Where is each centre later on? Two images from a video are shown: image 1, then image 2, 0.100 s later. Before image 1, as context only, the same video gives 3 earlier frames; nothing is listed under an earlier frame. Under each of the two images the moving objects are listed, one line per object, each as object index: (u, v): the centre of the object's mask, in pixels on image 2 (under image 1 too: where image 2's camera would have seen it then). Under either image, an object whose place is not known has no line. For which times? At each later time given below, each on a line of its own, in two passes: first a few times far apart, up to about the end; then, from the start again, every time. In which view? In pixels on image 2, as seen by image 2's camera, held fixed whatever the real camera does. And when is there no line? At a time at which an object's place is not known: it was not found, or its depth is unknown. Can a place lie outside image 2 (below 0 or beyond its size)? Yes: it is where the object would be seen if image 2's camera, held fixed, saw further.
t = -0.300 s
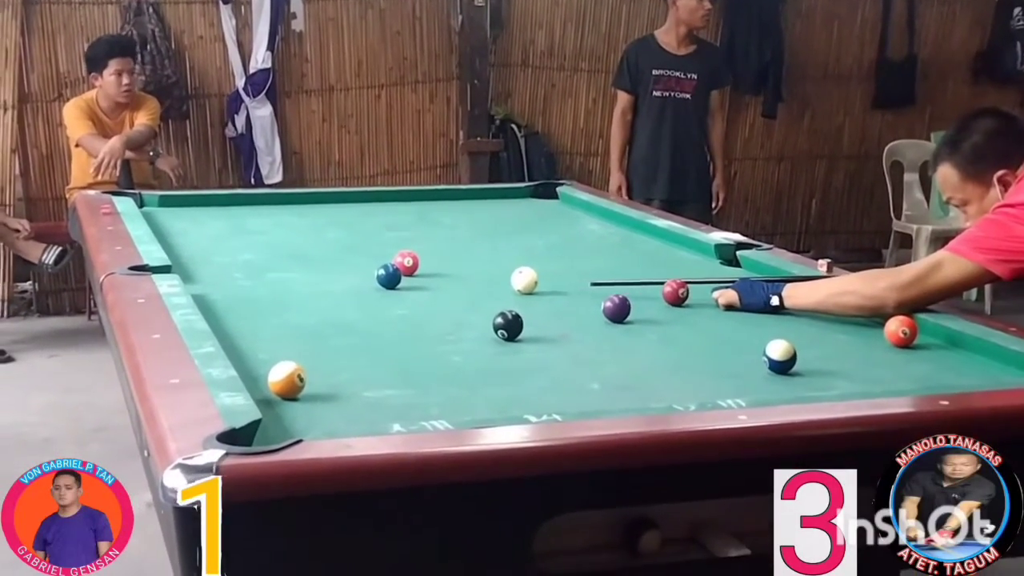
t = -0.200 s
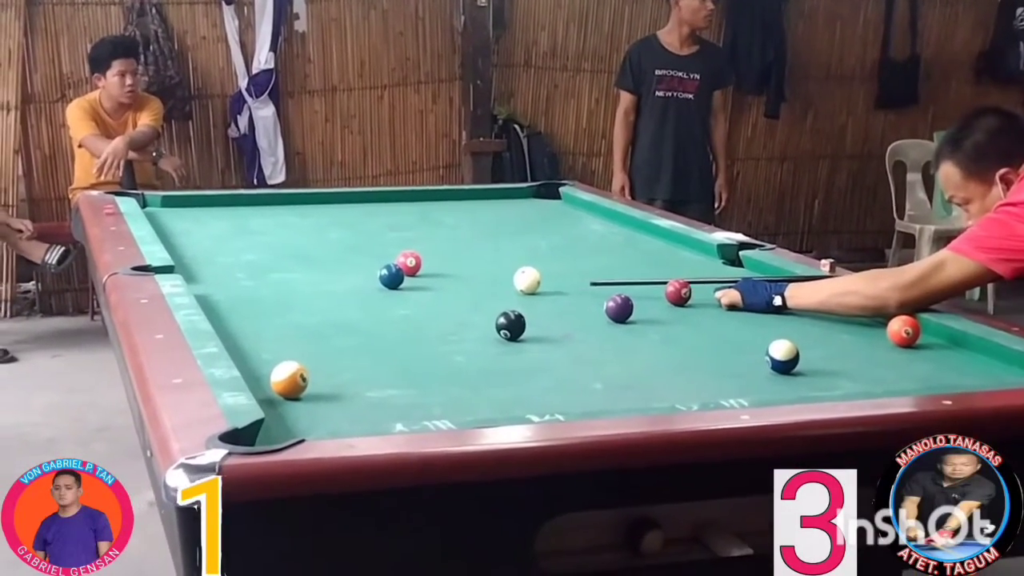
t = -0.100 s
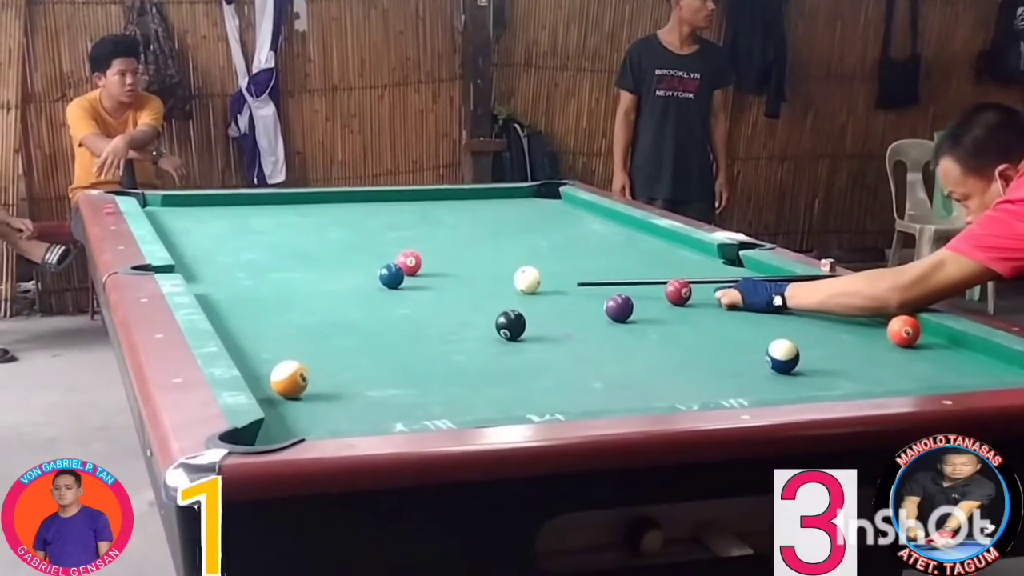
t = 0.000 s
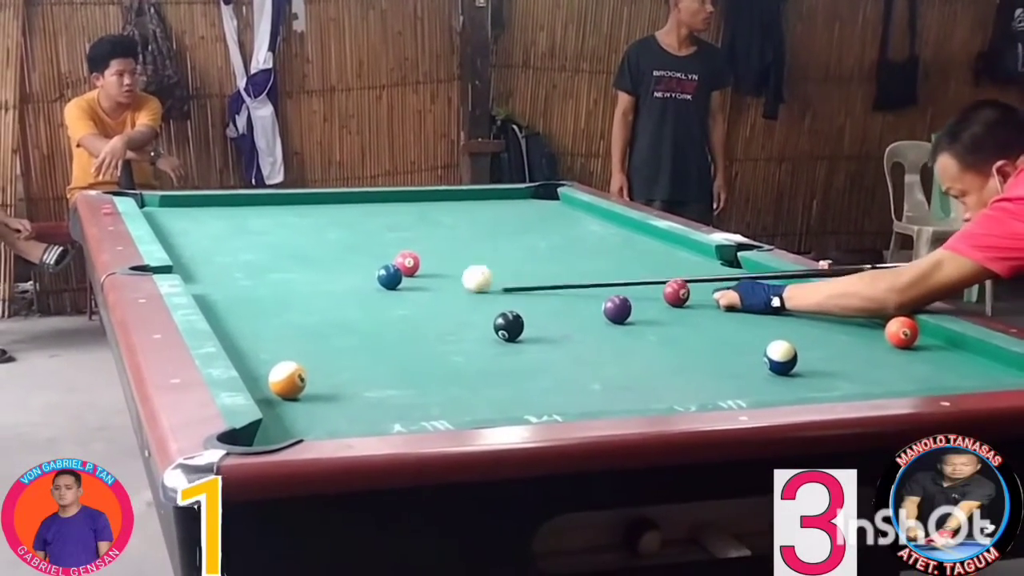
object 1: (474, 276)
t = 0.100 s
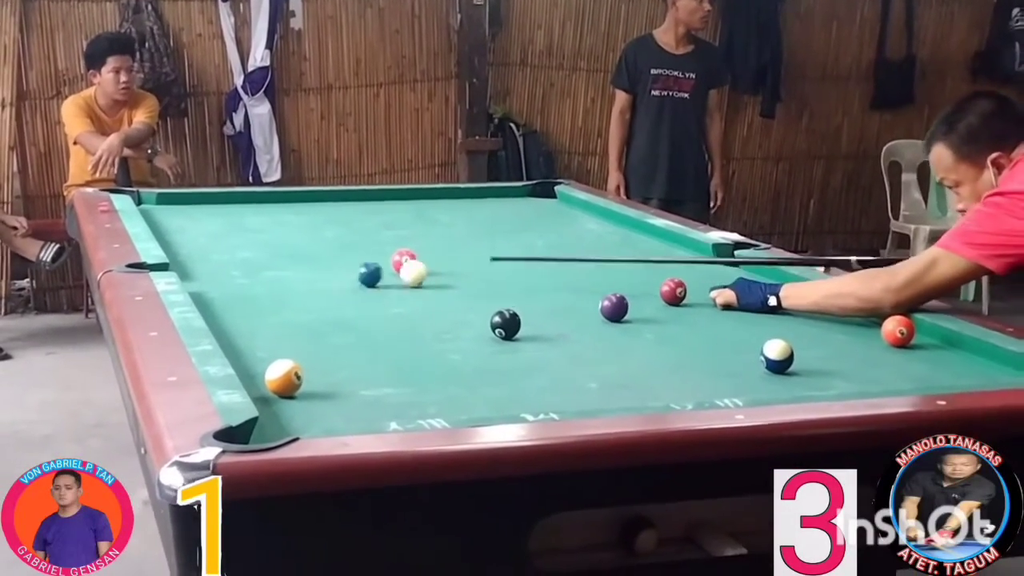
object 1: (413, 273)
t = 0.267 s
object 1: (422, 271)
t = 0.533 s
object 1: (437, 267)
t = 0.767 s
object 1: (448, 265)
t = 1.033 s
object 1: (460, 263)
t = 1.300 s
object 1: (469, 262)
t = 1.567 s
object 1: (474, 260)
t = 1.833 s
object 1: (478, 259)
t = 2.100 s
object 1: (482, 259)
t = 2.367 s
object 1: (485, 260)
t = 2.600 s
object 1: (486, 259)
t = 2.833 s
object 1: (485, 257)
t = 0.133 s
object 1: (414, 272)
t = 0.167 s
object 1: (416, 272)
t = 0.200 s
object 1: (418, 271)
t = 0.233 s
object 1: (420, 271)
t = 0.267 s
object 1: (422, 271)
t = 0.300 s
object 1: (424, 270)
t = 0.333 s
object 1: (426, 270)
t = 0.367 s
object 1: (428, 269)
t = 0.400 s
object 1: (430, 269)
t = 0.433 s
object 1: (431, 269)
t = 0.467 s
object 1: (433, 268)
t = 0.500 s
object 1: (435, 268)
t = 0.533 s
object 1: (437, 267)
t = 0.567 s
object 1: (438, 267)
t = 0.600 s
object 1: (440, 266)
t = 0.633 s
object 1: (442, 266)
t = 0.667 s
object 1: (444, 266)
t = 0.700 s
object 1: (445, 266)
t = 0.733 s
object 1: (447, 265)
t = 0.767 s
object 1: (448, 265)
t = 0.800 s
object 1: (450, 265)
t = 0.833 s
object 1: (452, 264)
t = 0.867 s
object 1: (453, 264)
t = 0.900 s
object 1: (455, 264)
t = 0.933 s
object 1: (456, 264)
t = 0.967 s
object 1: (457, 264)
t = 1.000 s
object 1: (459, 263)
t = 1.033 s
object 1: (460, 263)
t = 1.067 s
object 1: (461, 263)
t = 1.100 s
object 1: (462, 263)
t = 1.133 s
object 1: (463, 263)
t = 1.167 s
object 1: (464, 262)
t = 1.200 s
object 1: (465, 262)
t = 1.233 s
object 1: (466, 262)
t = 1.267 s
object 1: (468, 262)
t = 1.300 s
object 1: (469, 262)
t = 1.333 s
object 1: (470, 261)
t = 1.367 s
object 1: (470, 261)
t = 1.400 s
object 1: (471, 261)
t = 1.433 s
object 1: (472, 261)
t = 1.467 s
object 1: (472, 261)
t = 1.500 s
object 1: (472, 260)
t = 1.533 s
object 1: (473, 260)
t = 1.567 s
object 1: (474, 260)
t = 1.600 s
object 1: (475, 260)
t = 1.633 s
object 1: (475, 260)
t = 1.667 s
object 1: (476, 260)
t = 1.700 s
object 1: (476, 260)
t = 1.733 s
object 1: (476, 259)
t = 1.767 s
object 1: (477, 260)
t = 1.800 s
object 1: (478, 260)
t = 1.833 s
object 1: (478, 259)
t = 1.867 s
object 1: (479, 259)
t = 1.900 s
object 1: (479, 259)
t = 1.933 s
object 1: (479, 259)
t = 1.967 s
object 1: (480, 259)
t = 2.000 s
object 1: (480, 259)
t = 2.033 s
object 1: (481, 259)
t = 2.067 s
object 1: (482, 260)
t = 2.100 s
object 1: (482, 259)
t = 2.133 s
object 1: (483, 260)
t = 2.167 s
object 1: (483, 260)
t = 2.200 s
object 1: (482, 260)
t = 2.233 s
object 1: (483, 260)
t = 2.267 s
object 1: (483, 261)
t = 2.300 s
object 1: (483, 261)
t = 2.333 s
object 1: (485, 260)
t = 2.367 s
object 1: (485, 260)
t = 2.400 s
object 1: (486, 259)
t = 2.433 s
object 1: (485, 259)
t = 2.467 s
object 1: (486, 259)
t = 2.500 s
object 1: (486, 260)
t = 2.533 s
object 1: (486, 260)
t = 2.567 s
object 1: (486, 260)
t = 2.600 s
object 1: (486, 259)
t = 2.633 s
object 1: (486, 260)
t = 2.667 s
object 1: (486, 260)
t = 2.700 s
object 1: (486, 259)
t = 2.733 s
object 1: (485, 258)
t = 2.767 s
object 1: (485, 258)
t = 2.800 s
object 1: (485, 257)
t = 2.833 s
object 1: (485, 257)
